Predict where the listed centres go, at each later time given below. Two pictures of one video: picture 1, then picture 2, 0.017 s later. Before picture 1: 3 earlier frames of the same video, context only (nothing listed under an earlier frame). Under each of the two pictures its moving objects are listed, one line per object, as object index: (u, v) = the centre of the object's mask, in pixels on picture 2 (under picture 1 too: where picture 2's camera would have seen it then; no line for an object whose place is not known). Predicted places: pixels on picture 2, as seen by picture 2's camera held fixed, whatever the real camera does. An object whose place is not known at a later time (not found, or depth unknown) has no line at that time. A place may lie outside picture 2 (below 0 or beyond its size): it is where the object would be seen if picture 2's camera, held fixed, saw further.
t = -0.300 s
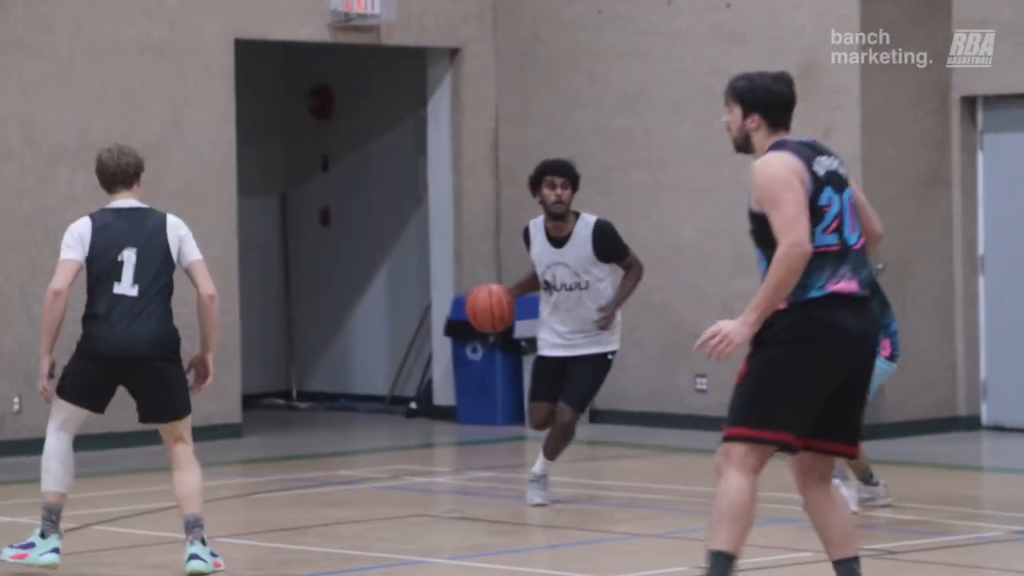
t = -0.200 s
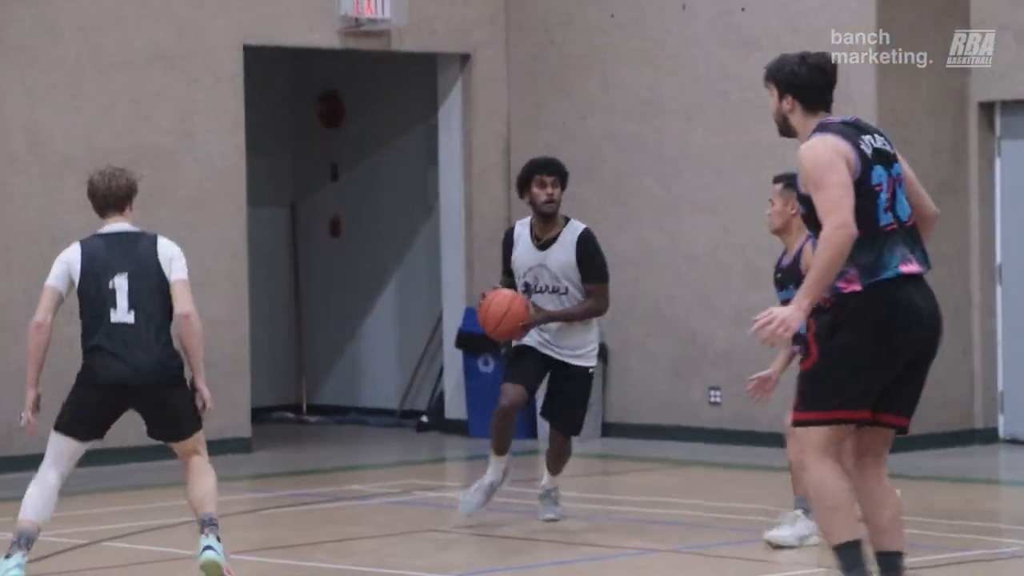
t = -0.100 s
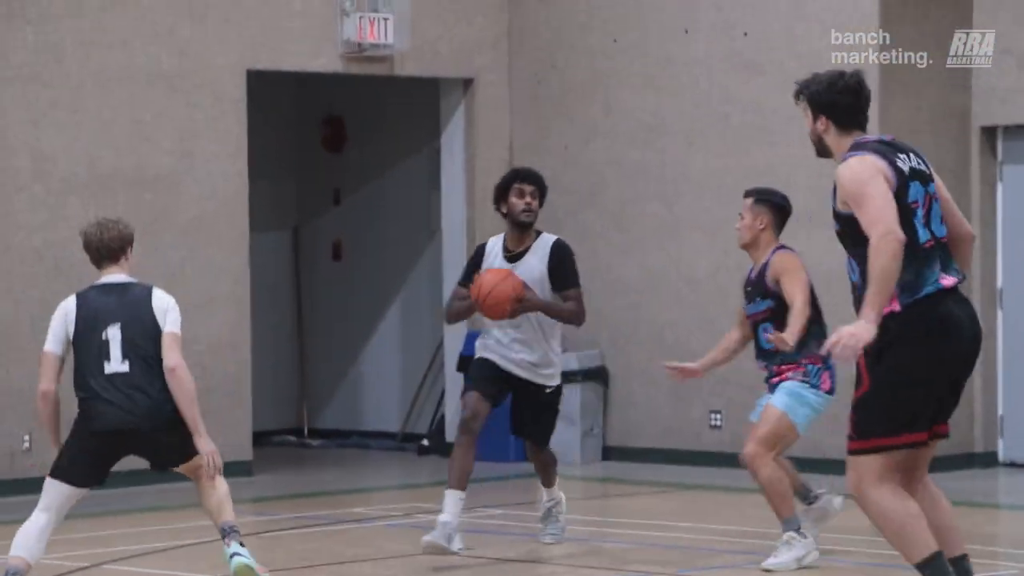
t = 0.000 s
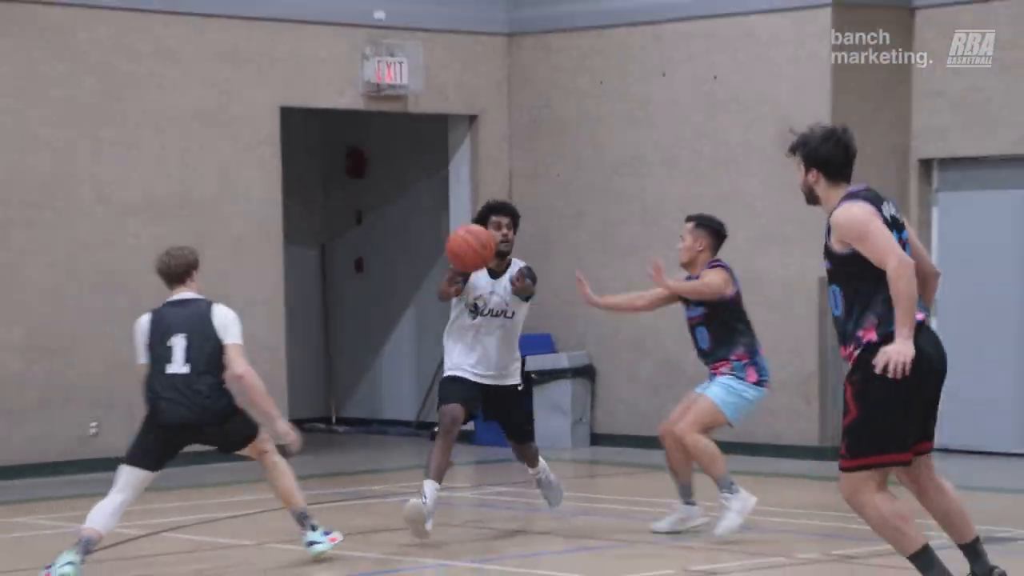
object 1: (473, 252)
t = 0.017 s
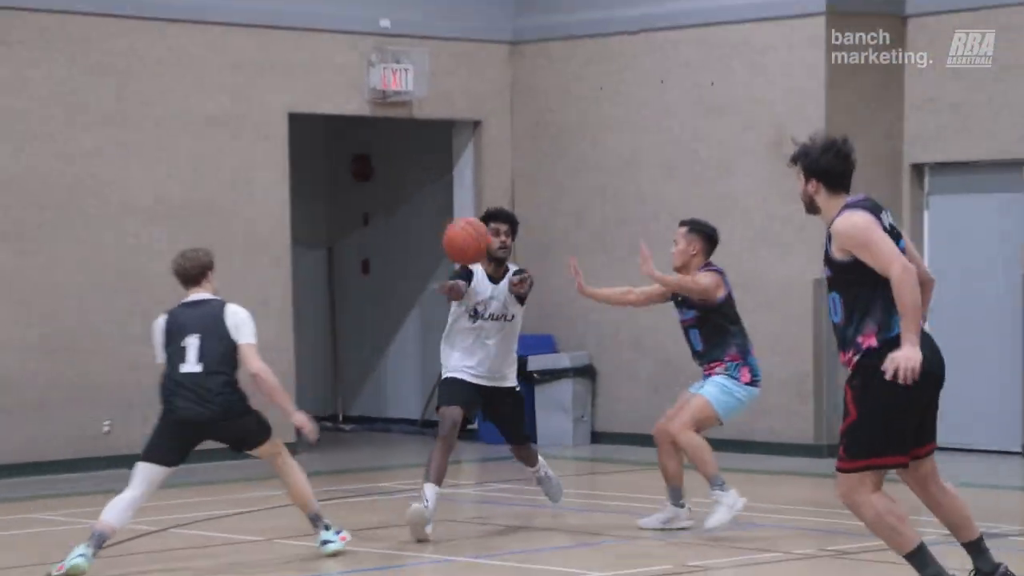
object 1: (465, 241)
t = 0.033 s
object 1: (459, 230)
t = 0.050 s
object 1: (451, 219)
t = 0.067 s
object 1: (447, 211)
